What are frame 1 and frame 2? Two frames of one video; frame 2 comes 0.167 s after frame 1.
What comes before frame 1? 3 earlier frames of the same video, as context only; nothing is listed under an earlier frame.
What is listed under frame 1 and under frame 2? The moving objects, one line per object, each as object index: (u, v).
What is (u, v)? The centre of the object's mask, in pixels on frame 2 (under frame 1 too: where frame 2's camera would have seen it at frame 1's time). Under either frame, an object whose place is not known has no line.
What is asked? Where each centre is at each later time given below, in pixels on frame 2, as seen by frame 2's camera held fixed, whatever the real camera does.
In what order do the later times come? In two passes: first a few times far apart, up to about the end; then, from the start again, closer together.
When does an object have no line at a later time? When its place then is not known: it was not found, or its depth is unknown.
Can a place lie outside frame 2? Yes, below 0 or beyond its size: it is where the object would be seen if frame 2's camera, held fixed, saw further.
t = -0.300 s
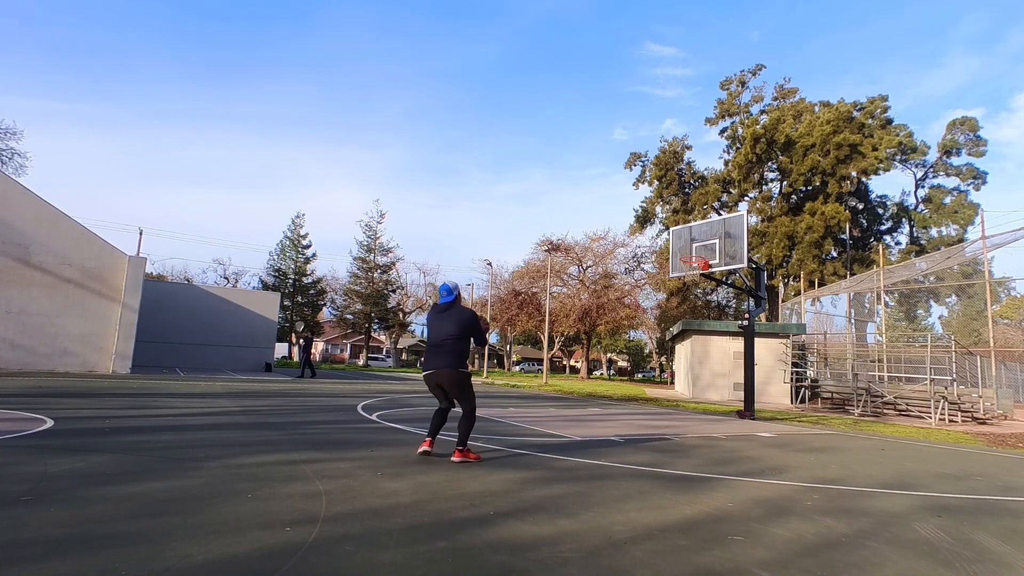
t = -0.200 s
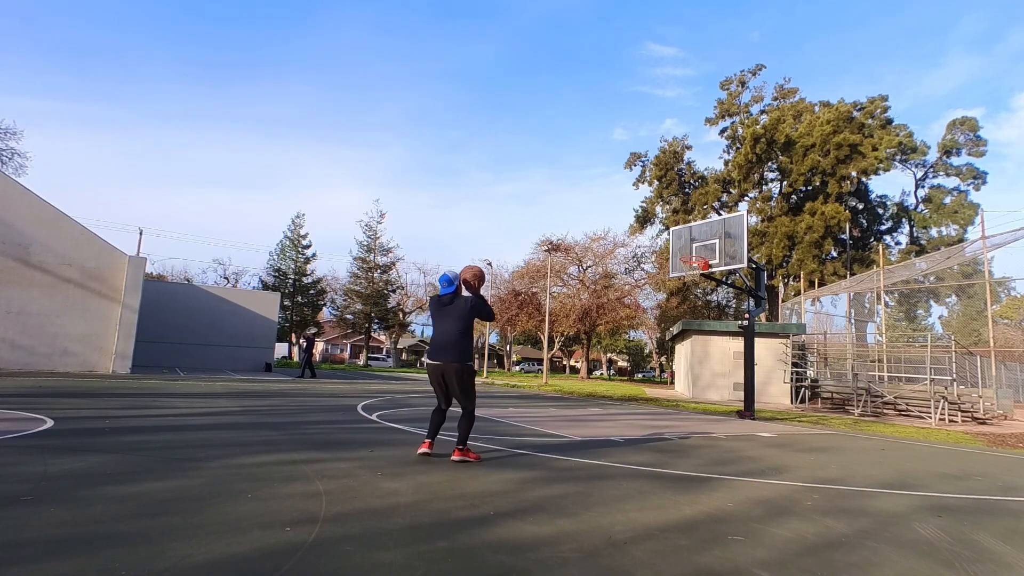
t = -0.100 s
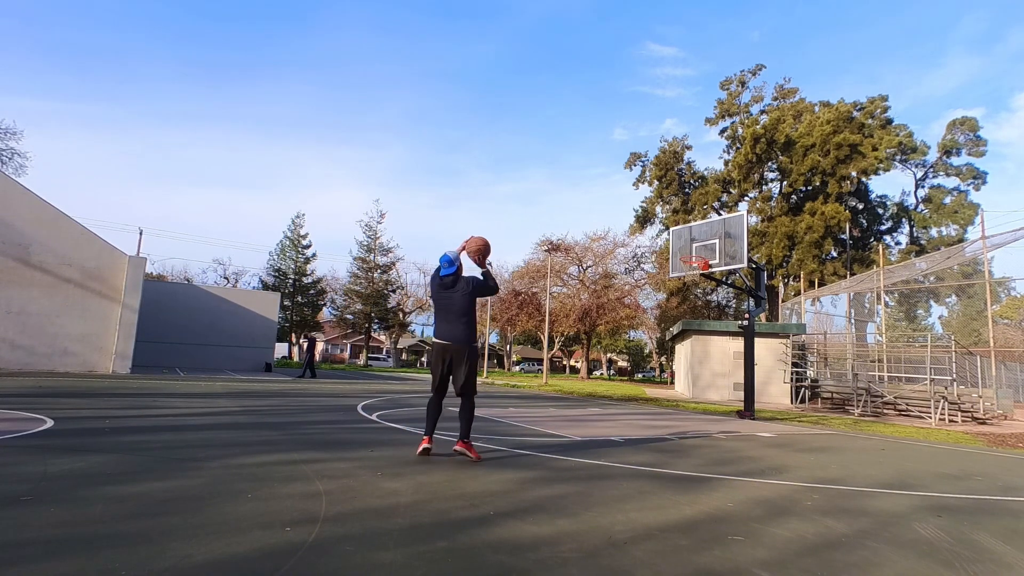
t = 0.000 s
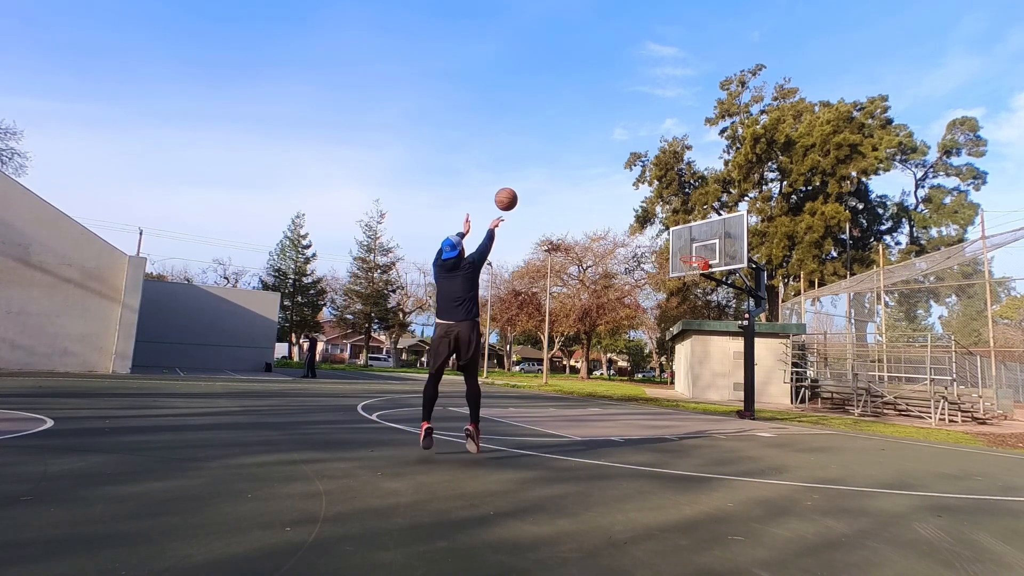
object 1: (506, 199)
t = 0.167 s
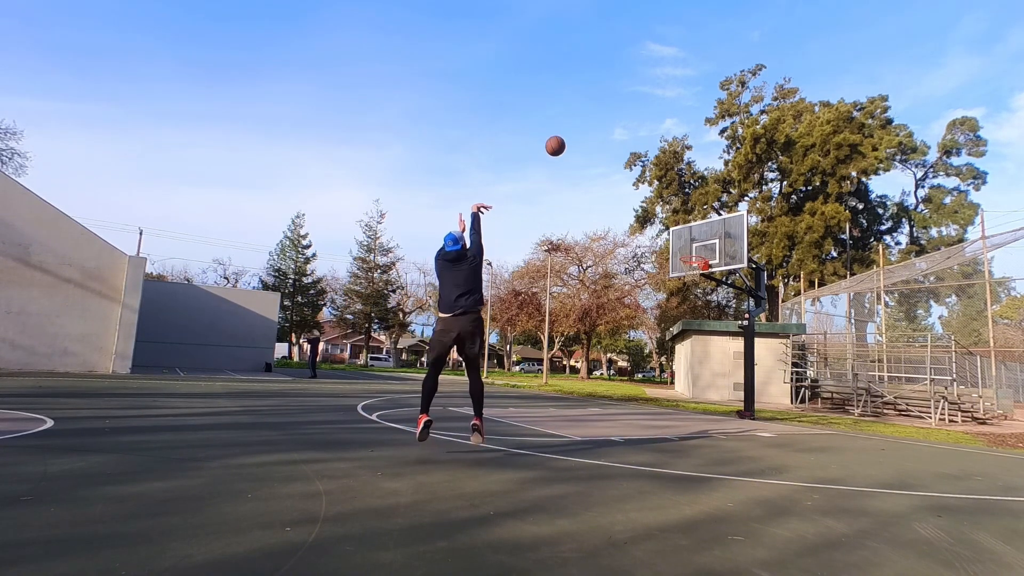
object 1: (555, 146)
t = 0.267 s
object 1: (579, 130)
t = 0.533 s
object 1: (627, 128)
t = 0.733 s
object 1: (653, 152)
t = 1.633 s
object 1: (658, 368)
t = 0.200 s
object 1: (563, 139)
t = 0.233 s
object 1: (571, 134)
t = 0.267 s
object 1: (579, 130)
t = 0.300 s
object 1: (586, 127)
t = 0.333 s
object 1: (592, 125)
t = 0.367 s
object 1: (599, 123)
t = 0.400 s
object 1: (605, 123)
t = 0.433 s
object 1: (611, 123)
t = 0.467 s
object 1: (616, 124)
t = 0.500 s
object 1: (621, 126)
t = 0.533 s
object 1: (627, 128)
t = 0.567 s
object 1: (631, 130)
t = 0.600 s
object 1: (636, 134)
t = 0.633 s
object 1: (641, 138)
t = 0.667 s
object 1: (645, 142)
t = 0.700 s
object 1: (649, 147)
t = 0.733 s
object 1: (653, 152)
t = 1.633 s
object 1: (658, 368)
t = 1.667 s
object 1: (655, 380)
